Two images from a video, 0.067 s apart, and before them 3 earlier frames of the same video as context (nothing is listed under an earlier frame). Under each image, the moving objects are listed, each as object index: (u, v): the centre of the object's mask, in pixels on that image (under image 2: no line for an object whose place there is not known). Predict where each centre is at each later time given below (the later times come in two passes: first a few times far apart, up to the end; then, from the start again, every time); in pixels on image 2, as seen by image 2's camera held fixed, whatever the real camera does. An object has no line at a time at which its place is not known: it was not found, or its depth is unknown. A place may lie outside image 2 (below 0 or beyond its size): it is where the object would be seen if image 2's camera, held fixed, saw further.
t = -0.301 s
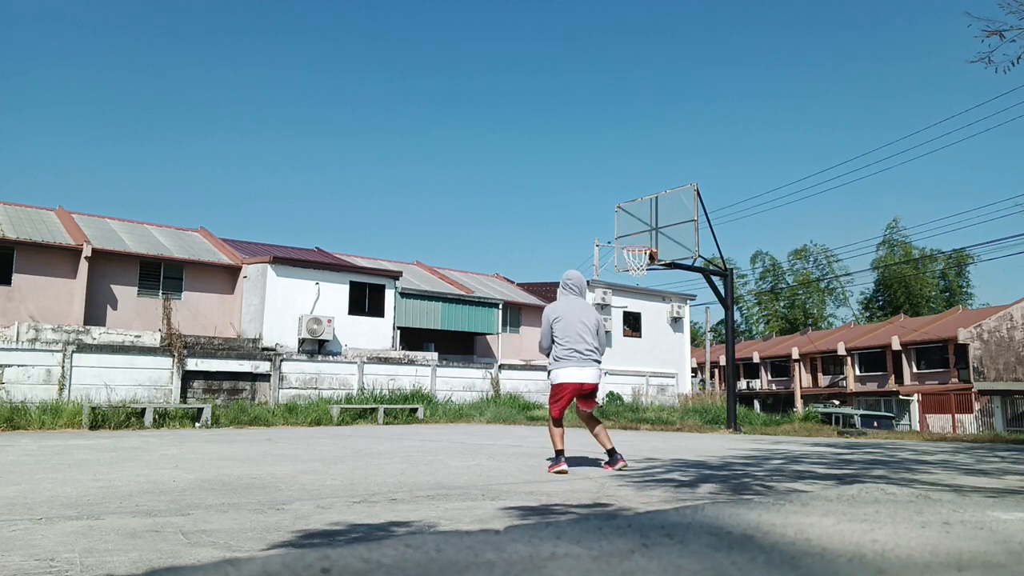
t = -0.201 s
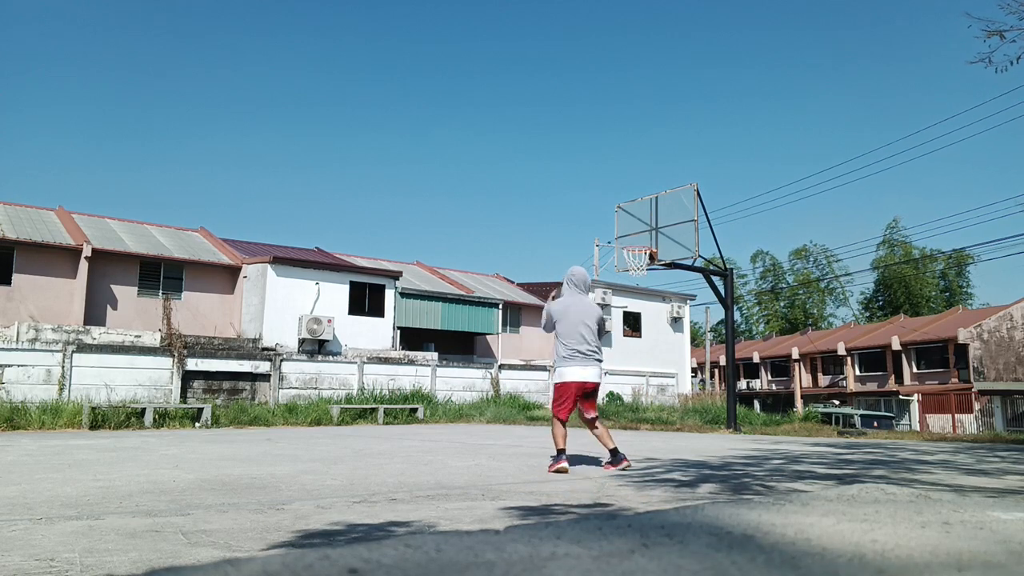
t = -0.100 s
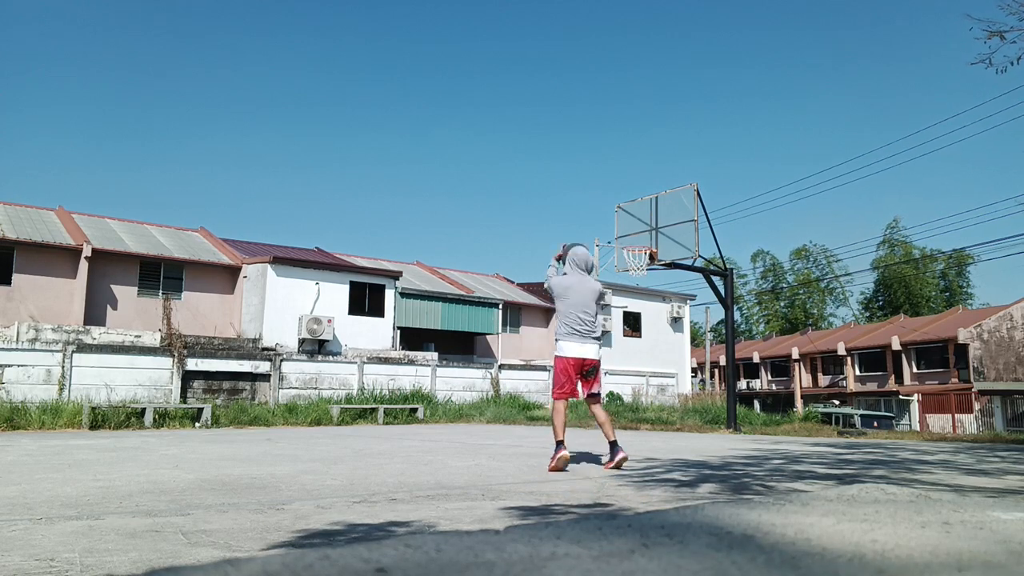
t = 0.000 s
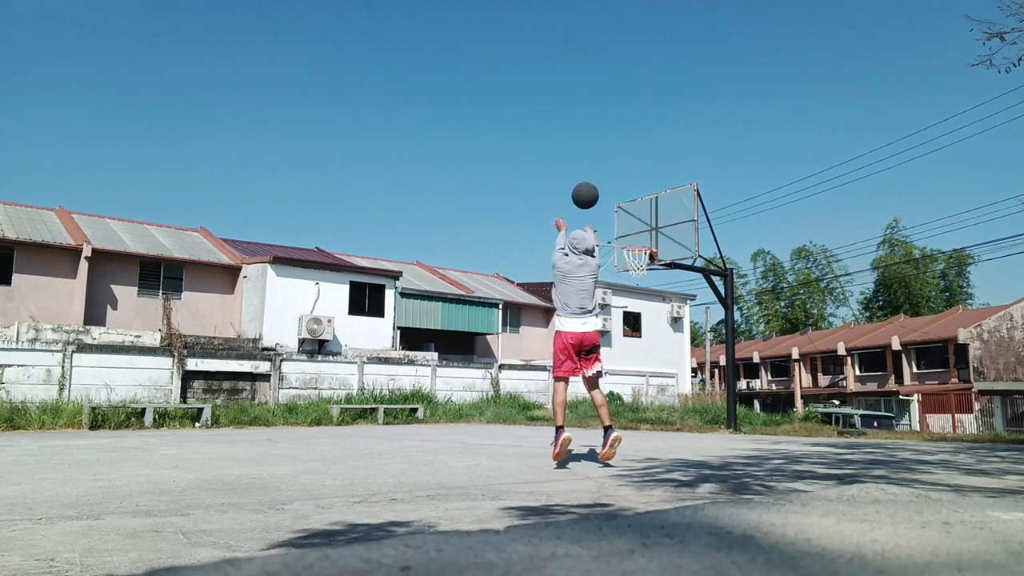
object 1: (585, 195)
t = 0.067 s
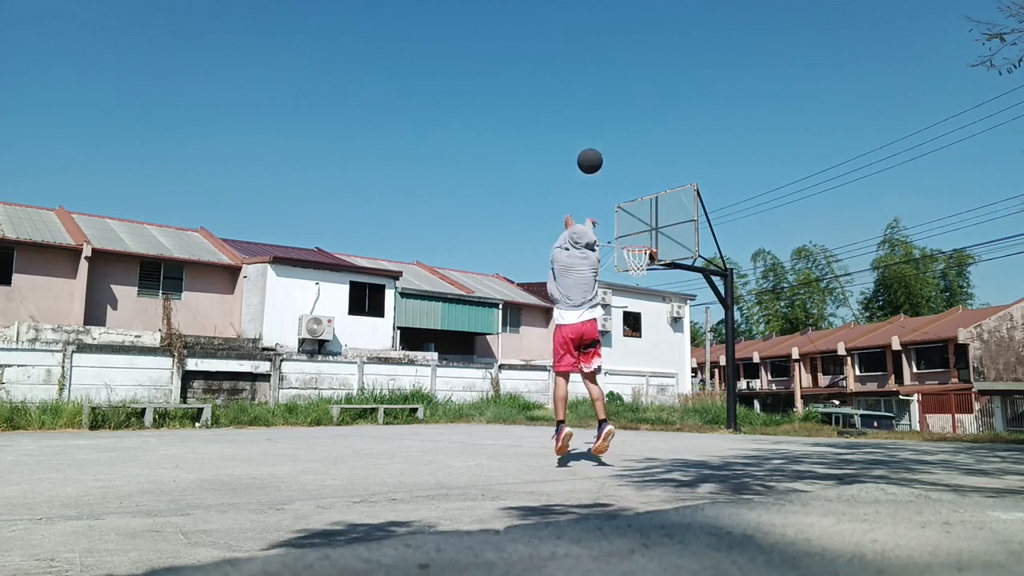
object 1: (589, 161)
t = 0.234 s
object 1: (600, 109)
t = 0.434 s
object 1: (608, 91)
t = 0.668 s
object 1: (615, 110)
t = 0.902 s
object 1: (620, 160)
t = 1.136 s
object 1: (624, 232)
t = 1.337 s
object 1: (644, 236)
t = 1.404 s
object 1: (640, 229)
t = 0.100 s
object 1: (592, 147)
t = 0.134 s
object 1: (594, 135)
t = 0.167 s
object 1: (596, 124)
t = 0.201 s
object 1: (598, 116)
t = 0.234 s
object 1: (600, 109)
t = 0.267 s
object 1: (601, 103)
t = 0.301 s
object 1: (603, 98)
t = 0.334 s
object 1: (604, 95)
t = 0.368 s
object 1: (606, 93)
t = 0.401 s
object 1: (607, 91)
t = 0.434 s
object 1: (608, 91)
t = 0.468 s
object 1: (609, 91)
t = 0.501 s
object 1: (611, 92)
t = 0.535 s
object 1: (611, 94)
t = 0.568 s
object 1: (612, 97)
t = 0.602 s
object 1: (613, 101)
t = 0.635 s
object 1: (614, 105)
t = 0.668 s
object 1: (615, 110)
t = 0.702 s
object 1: (616, 115)
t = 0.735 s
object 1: (616, 122)
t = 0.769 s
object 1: (617, 128)
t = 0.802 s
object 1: (618, 135)
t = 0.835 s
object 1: (618, 143)
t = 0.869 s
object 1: (619, 151)
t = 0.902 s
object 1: (620, 160)
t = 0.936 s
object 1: (620, 169)
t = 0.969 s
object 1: (621, 178)
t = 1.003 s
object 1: (622, 189)
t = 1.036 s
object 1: (622, 199)
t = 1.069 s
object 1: (623, 210)
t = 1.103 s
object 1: (624, 221)
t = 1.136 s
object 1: (624, 232)
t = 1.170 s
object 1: (625, 242)
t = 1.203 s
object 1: (628, 243)
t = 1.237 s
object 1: (632, 241)
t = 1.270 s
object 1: (637, 240)
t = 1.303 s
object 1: (641, 239)
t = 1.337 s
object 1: (644, 236)
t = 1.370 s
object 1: (642, 232)
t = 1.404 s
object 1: (640, 229)
